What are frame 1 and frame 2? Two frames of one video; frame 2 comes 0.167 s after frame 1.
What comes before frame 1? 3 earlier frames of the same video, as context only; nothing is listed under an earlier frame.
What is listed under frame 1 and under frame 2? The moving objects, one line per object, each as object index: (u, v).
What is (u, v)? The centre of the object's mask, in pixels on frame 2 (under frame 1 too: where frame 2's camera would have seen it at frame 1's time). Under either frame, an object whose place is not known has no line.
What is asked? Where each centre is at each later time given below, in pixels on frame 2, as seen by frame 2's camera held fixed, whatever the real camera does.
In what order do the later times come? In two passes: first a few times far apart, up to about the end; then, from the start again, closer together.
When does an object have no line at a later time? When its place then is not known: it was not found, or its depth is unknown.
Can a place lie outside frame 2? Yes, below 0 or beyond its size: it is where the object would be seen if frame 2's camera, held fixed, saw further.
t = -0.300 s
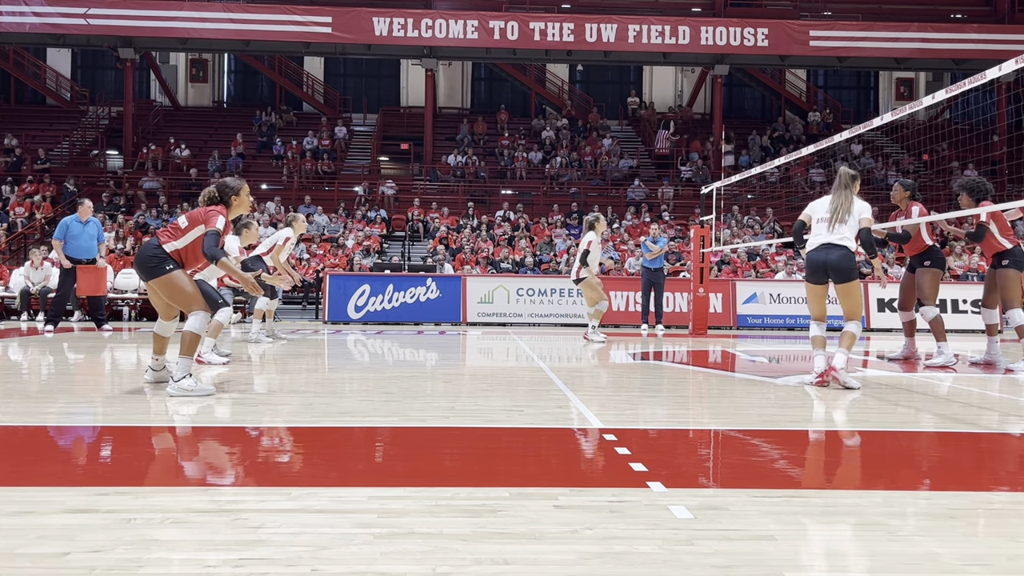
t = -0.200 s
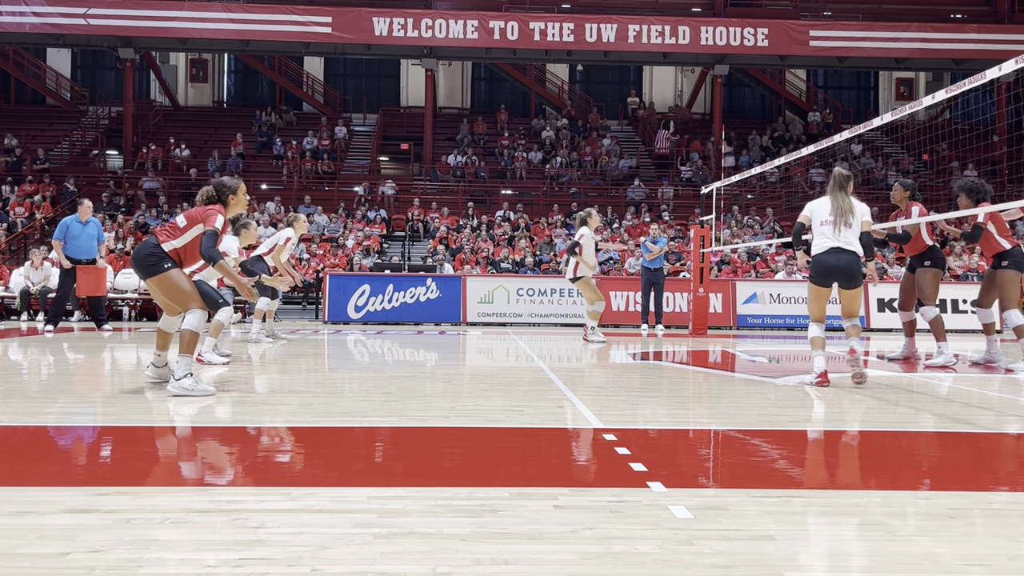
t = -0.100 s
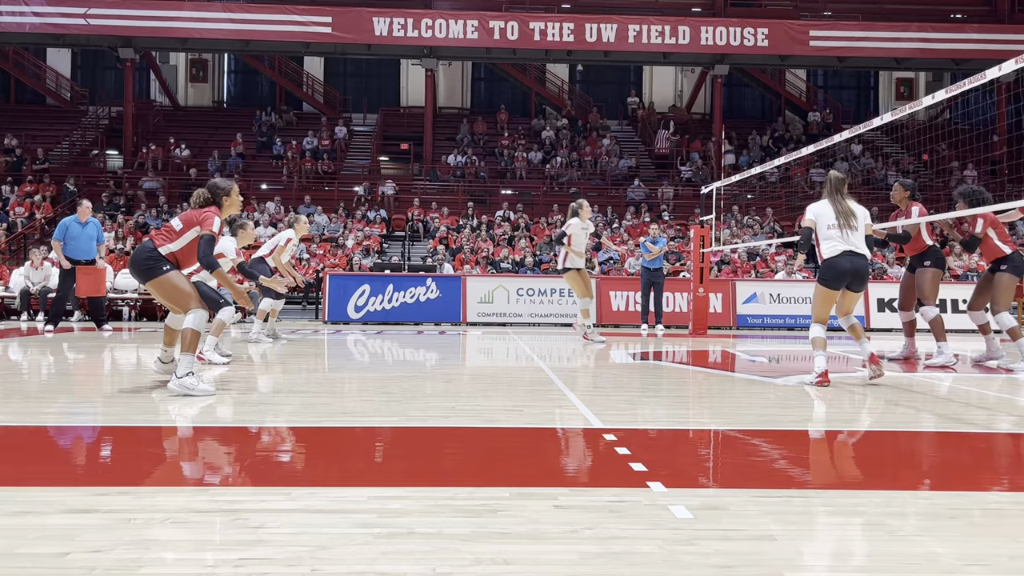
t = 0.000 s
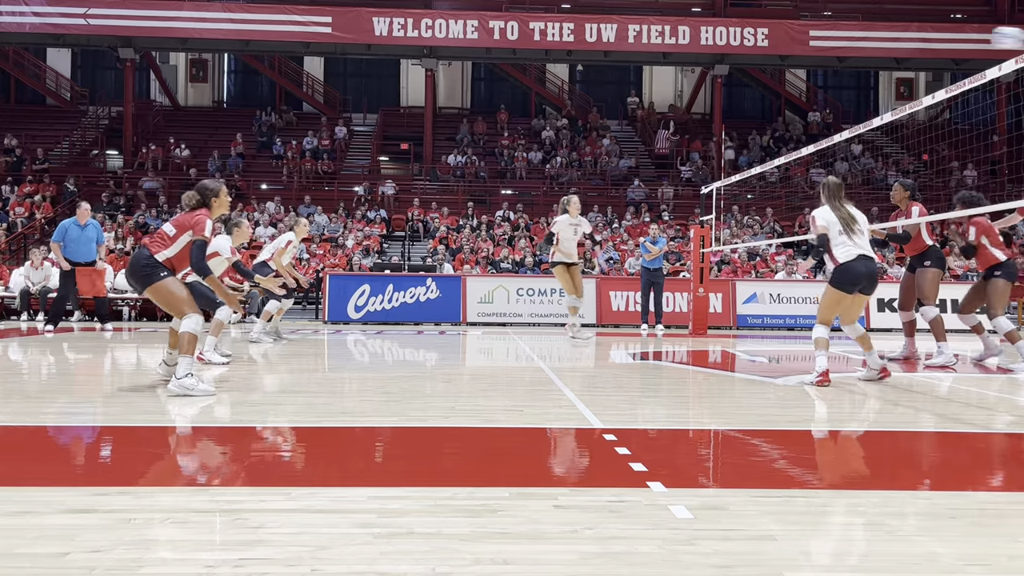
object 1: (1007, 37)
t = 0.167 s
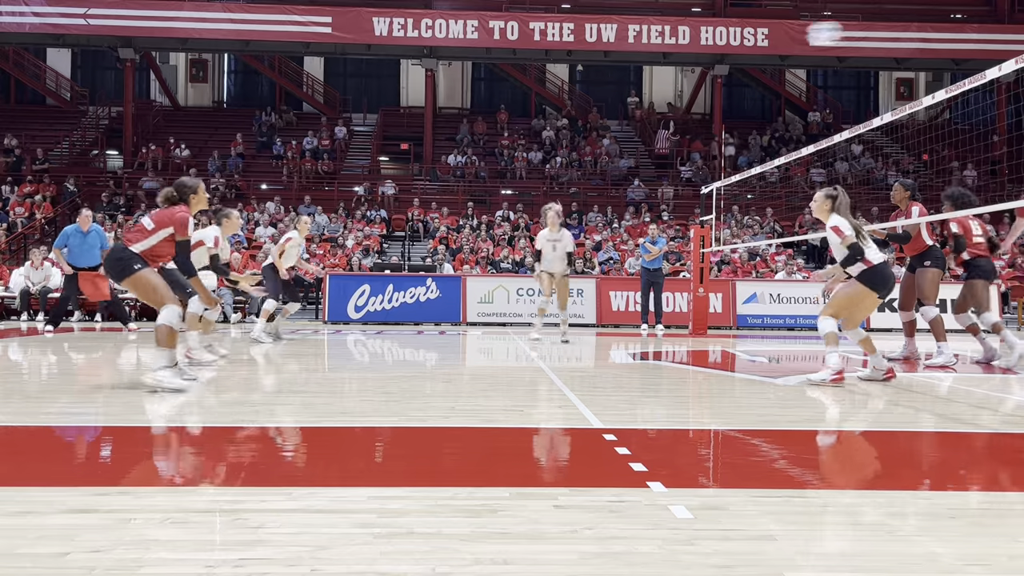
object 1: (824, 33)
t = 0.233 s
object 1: (746, 37)
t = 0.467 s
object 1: (446, 91)
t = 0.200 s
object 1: (786, 35)
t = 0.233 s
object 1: (746, 37)
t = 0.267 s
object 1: (707, 42)
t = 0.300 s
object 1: (665, 46)
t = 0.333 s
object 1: (623, 52)
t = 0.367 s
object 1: (580, 59)
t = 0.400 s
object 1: (536, 68)
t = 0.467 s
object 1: (446, 91)
